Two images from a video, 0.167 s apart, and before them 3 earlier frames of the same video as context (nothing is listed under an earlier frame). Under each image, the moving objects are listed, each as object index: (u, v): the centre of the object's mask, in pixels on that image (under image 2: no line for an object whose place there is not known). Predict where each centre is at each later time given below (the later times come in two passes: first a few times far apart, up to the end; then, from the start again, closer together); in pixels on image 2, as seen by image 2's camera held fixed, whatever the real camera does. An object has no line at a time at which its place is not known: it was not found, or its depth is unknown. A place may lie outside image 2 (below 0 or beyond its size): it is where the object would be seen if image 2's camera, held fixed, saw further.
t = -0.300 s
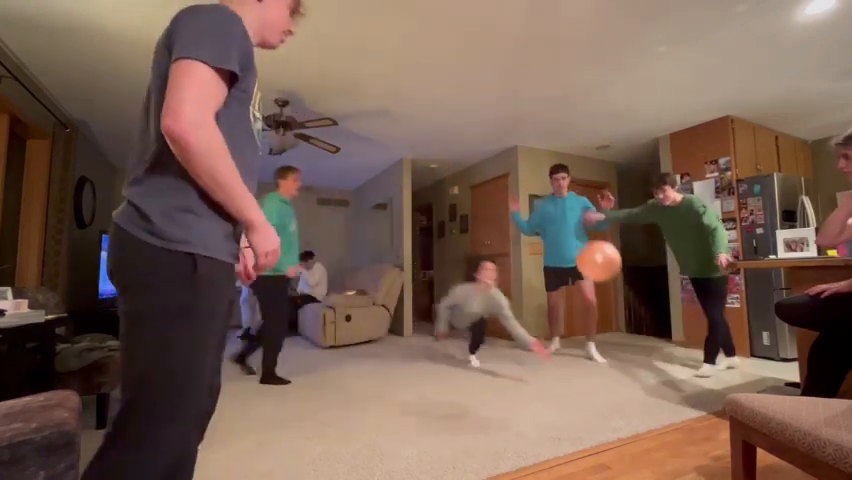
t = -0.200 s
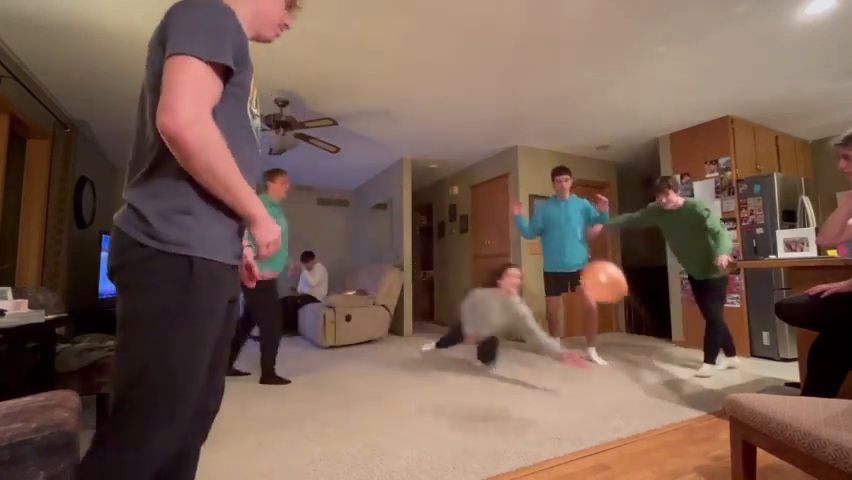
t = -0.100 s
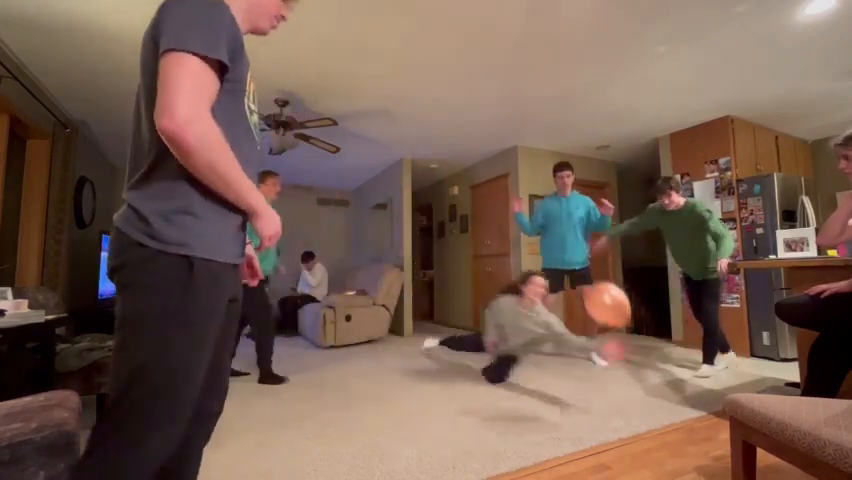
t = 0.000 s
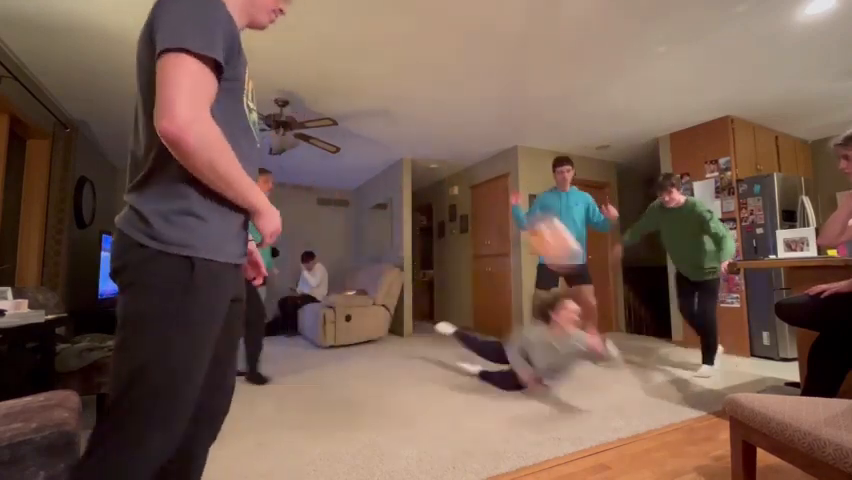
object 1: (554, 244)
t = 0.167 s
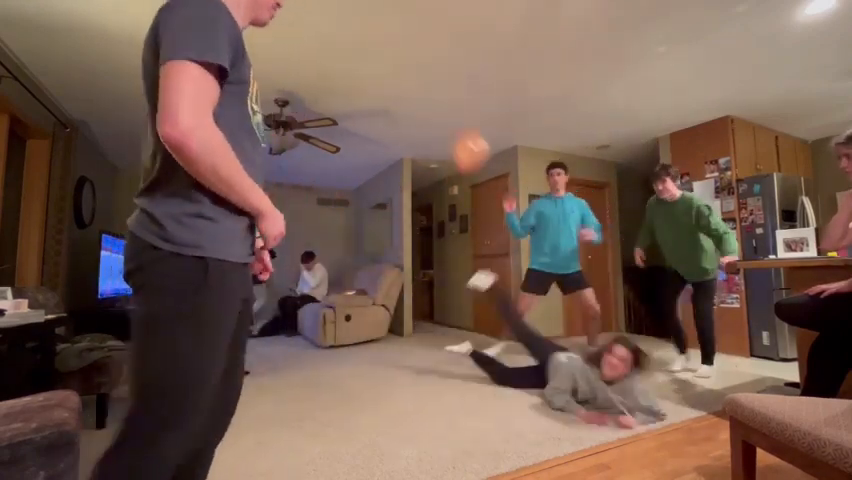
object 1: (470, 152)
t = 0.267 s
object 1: (446, 129)
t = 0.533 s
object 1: (403, 104)
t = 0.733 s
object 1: (384, 108)
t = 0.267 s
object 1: (446, 129)
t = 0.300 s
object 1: (438, 124)
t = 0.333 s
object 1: (431, 119)
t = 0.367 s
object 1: (426, 115)
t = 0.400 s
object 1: (421, 111)
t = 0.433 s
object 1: (416, 109)
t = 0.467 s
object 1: (411, 106)
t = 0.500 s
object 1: (407, 105)
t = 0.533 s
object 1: (403, 104)
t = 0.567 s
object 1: (399, 105)
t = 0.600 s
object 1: (396, 104)
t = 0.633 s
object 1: (393, 105)
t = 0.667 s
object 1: (390, 105)
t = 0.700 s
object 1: (387, 106)
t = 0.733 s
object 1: (384, 108)
